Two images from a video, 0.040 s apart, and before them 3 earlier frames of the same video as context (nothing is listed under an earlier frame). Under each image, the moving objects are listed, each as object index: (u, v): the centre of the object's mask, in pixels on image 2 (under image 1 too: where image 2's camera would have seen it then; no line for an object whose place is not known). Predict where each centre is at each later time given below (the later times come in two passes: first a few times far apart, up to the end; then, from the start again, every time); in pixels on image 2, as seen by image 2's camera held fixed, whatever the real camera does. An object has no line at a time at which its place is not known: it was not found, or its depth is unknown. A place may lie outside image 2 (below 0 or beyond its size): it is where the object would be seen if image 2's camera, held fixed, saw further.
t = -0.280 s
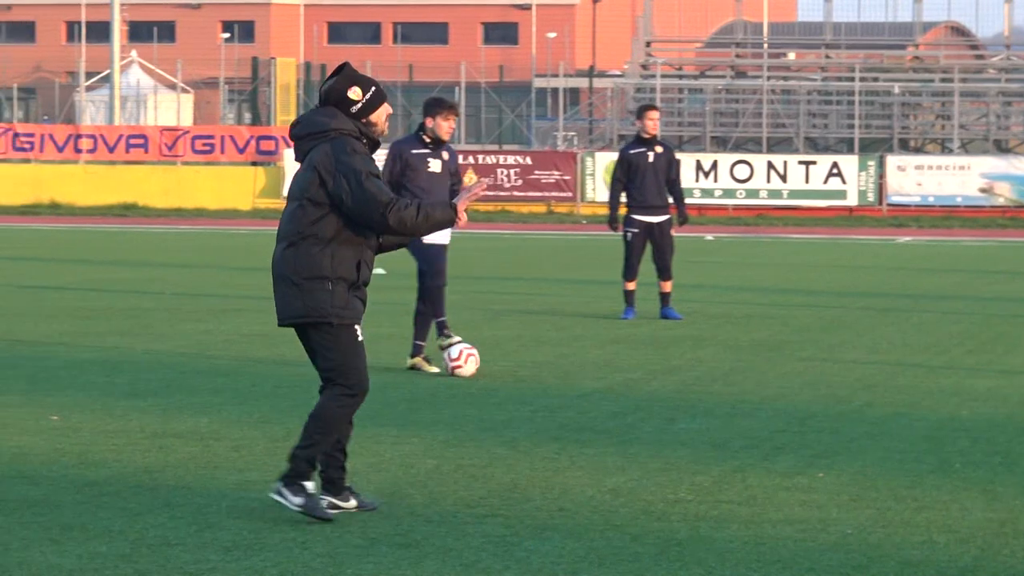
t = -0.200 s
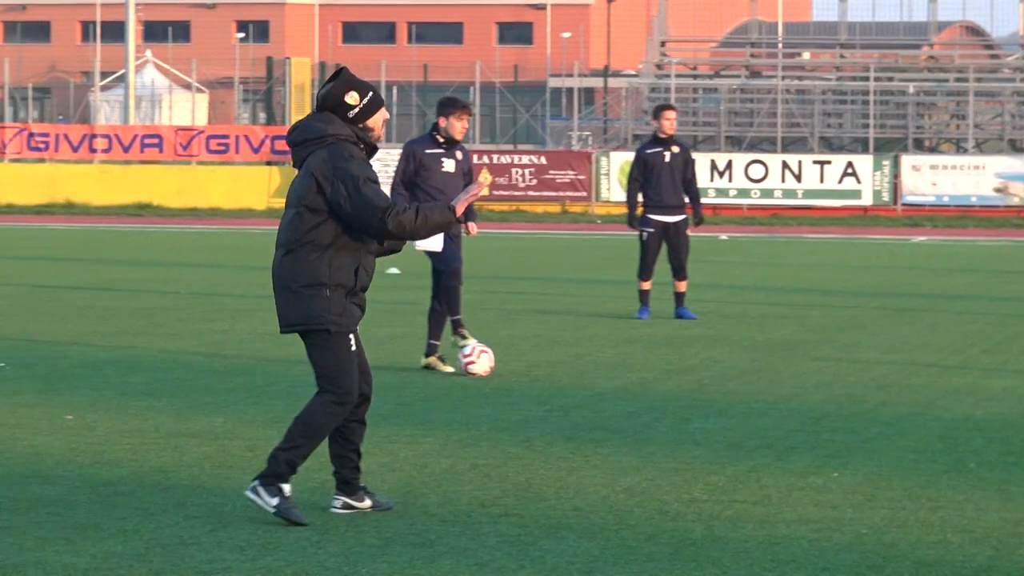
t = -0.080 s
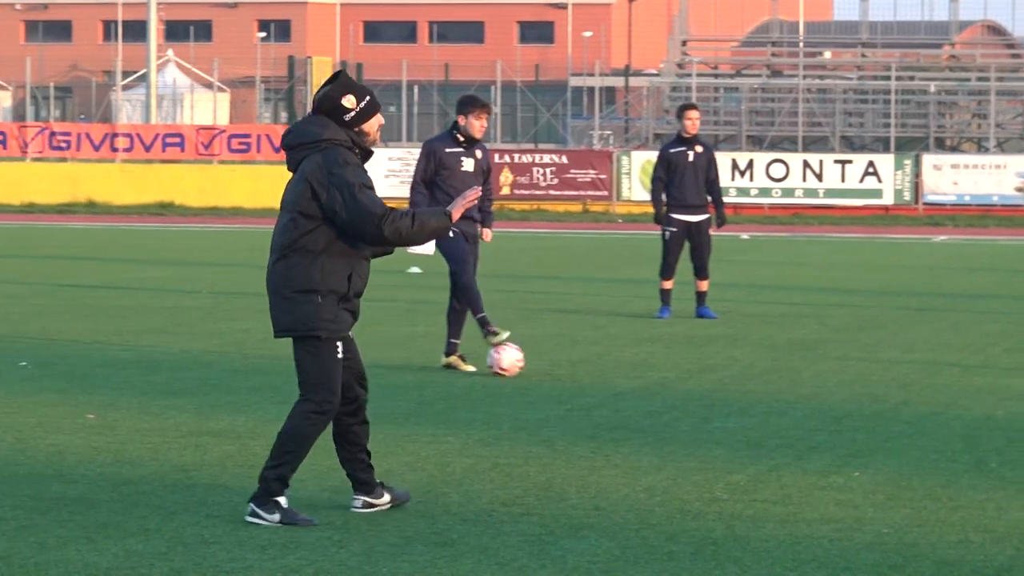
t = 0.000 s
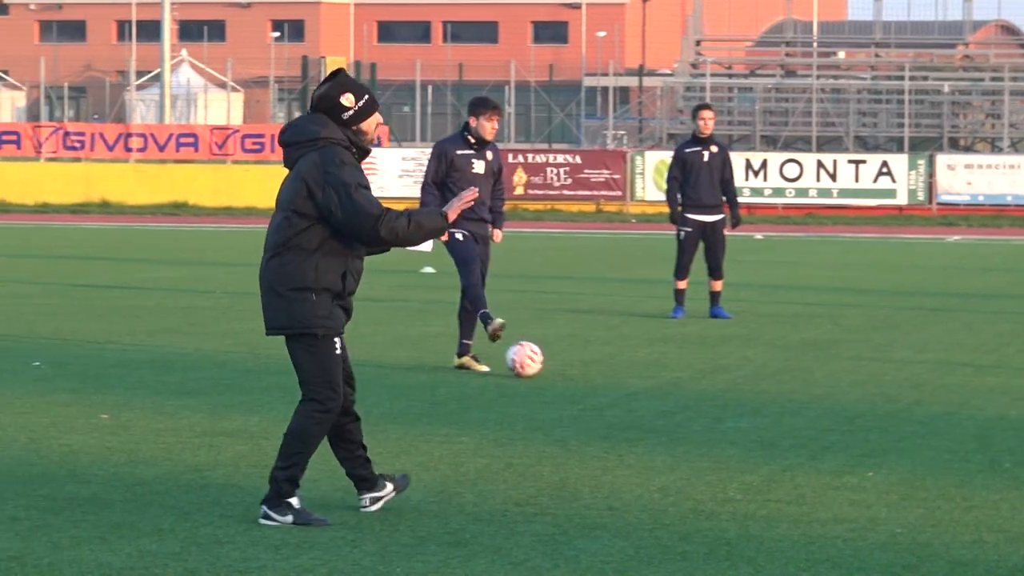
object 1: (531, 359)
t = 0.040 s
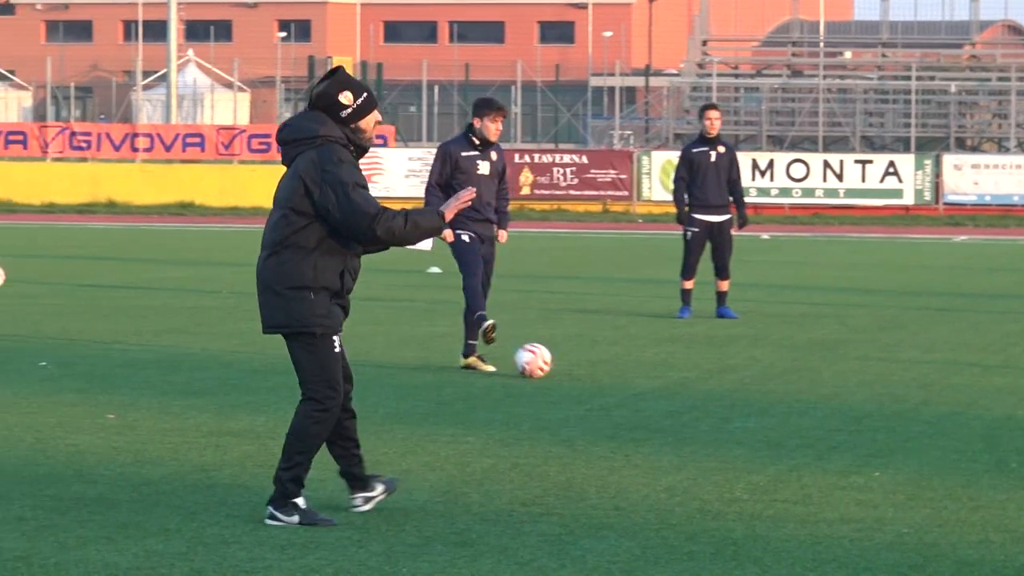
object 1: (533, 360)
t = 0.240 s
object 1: (546, 362)
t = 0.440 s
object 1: (560, 363)
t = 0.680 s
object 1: (577, 365)
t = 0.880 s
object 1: (591, 366)
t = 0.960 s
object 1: (596, 368)
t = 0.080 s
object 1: (536, 360)
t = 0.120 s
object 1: (538, 361)
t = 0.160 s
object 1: (541, 361)
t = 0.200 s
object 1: (543, 362)
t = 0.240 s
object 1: (546, 362)
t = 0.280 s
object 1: (549, 363)
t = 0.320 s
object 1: (552, 363)
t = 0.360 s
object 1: (555, 364)
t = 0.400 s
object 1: (557, 363)
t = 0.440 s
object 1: (560, 363)
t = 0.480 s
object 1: (563, 364)
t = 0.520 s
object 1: (566, 364)
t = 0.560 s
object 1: (569, 365)
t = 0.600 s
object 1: (572, 365)
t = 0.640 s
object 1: (574, 365)
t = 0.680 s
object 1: (577, 365)
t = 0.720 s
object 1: (580, 366)
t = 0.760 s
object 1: (583, 366)
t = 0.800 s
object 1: (587, 366)
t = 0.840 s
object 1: (589, 366)
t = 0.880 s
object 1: (591, 366)
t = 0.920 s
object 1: (594, 367)
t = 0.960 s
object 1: (596, 368)
